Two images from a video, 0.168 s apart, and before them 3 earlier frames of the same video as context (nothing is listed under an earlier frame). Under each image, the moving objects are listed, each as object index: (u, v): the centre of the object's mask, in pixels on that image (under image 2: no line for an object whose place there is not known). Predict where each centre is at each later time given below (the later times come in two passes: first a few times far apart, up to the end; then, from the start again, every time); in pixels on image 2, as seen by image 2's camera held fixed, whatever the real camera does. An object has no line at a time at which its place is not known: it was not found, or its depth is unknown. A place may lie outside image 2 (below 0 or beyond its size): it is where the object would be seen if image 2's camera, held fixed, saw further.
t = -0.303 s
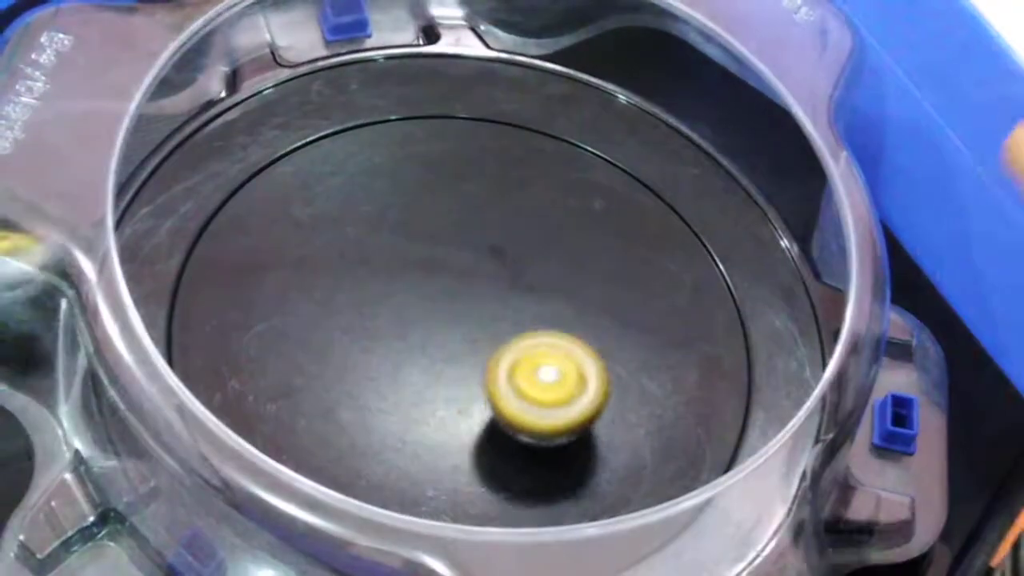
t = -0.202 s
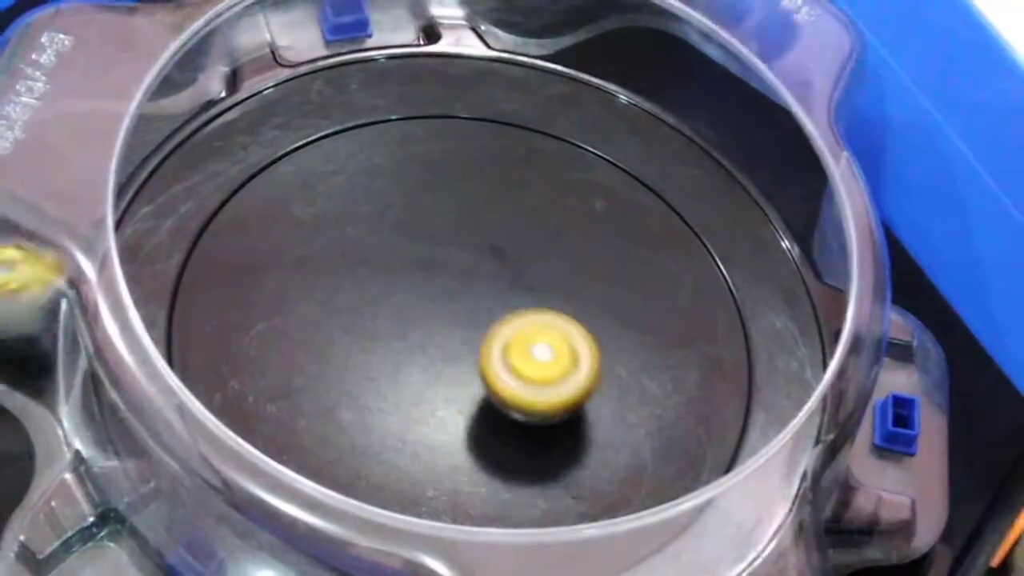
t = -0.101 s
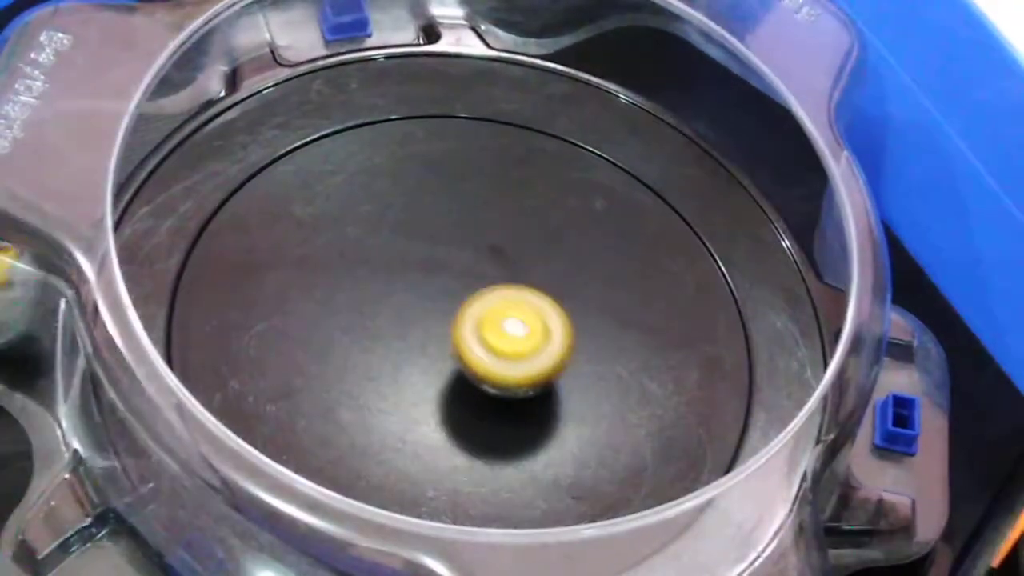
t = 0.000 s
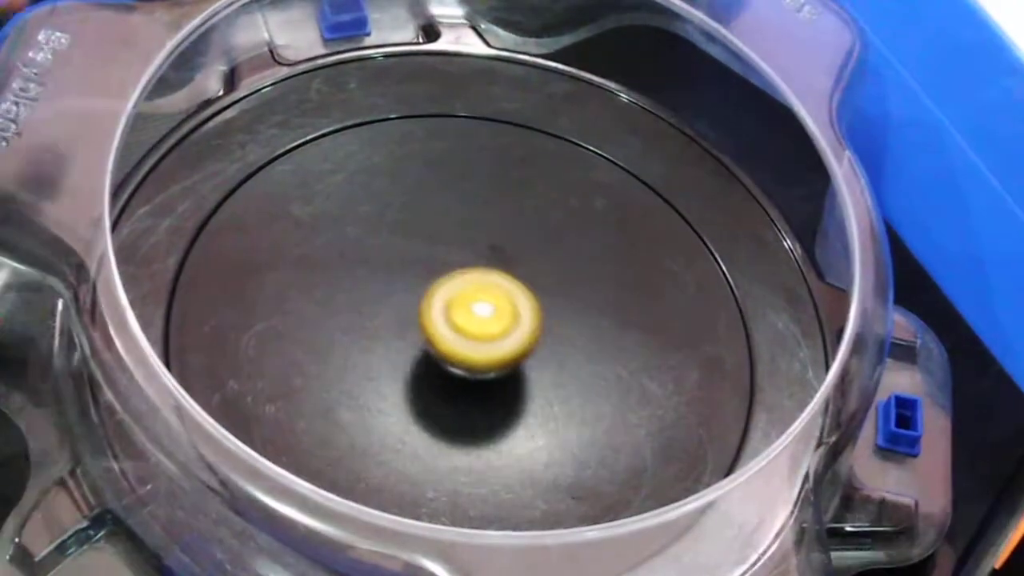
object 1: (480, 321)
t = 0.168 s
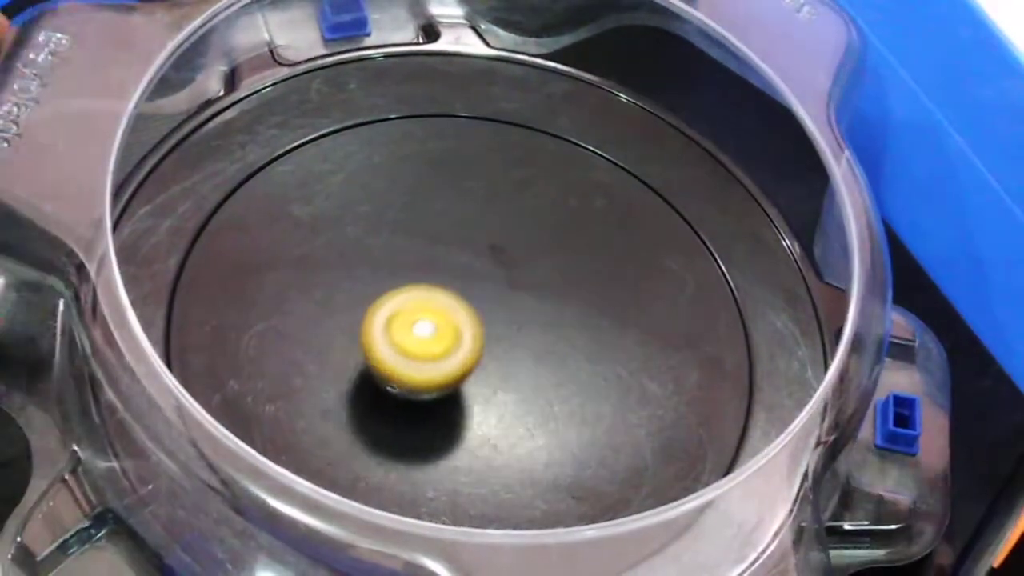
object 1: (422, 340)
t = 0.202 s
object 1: (413, 346)
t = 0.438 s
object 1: (404, 360)
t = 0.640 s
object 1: (416, 351)
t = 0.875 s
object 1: (426, 316)
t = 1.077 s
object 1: (422, 293)
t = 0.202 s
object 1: (413, 346)
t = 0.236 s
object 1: (405, 351)
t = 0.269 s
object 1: (401, 355)
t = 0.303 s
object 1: (400, 358)
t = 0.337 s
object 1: (400, 360)
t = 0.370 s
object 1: (400, 360)
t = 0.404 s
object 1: (402, 360)
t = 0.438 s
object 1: (404, 360)
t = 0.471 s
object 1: (406, 360)
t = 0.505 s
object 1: (408, 360)
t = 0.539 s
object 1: (411, 358)
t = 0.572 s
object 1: (412, 357)
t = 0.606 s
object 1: (414, 353)
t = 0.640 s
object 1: (416, 351)
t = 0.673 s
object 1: (417, 347)
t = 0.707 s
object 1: (419, 343)
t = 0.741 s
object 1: (422, 338)
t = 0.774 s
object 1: (423, 332)
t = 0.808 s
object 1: (424, 327)
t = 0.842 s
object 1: (425, 322)
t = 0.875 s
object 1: (426, 316)
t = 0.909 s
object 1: (426, 311)
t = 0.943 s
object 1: (426, 305)
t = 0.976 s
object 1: (425, 301)
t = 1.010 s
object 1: (424, 298)
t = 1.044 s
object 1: (423, 295)
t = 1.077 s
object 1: (422, 293)
